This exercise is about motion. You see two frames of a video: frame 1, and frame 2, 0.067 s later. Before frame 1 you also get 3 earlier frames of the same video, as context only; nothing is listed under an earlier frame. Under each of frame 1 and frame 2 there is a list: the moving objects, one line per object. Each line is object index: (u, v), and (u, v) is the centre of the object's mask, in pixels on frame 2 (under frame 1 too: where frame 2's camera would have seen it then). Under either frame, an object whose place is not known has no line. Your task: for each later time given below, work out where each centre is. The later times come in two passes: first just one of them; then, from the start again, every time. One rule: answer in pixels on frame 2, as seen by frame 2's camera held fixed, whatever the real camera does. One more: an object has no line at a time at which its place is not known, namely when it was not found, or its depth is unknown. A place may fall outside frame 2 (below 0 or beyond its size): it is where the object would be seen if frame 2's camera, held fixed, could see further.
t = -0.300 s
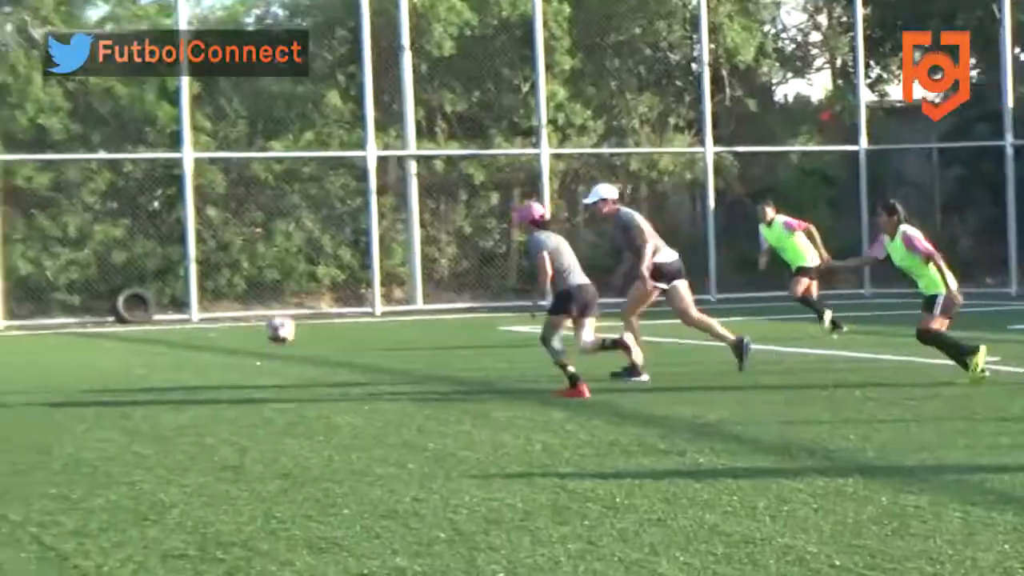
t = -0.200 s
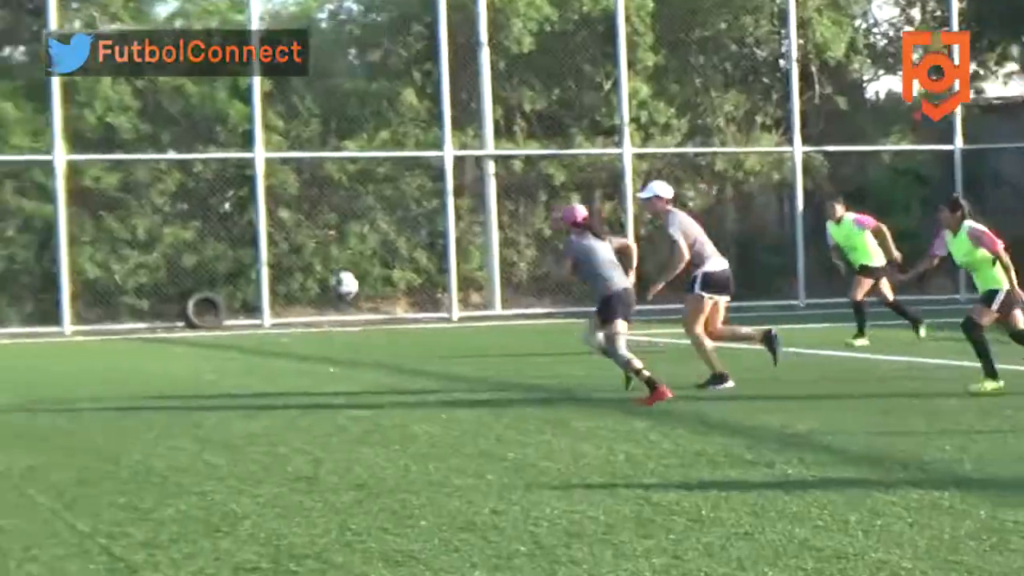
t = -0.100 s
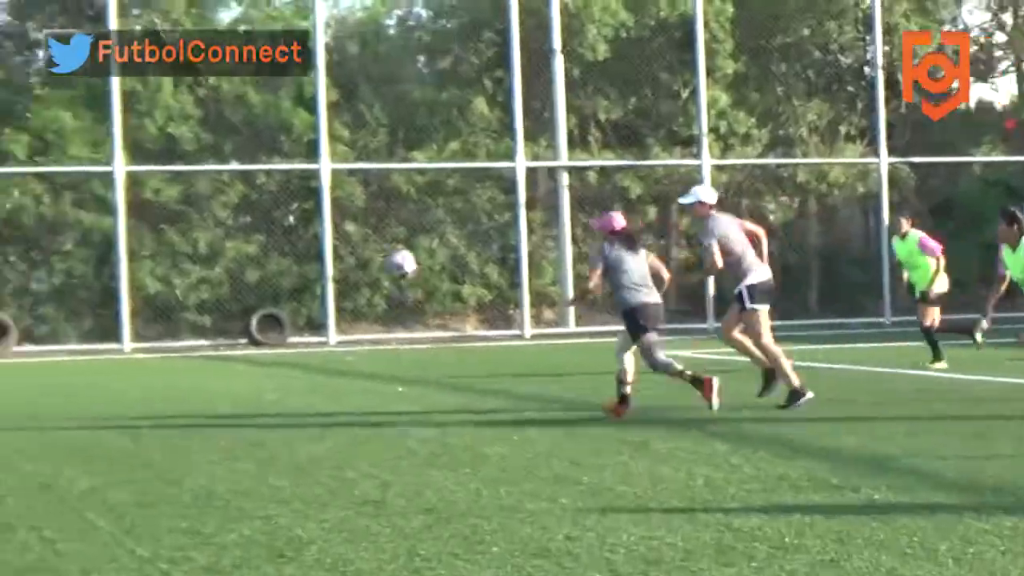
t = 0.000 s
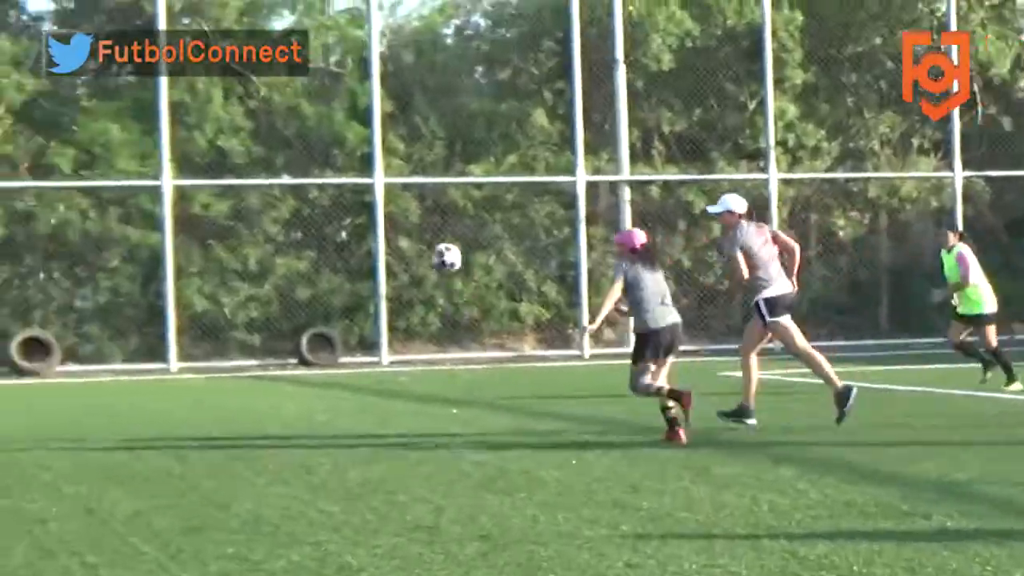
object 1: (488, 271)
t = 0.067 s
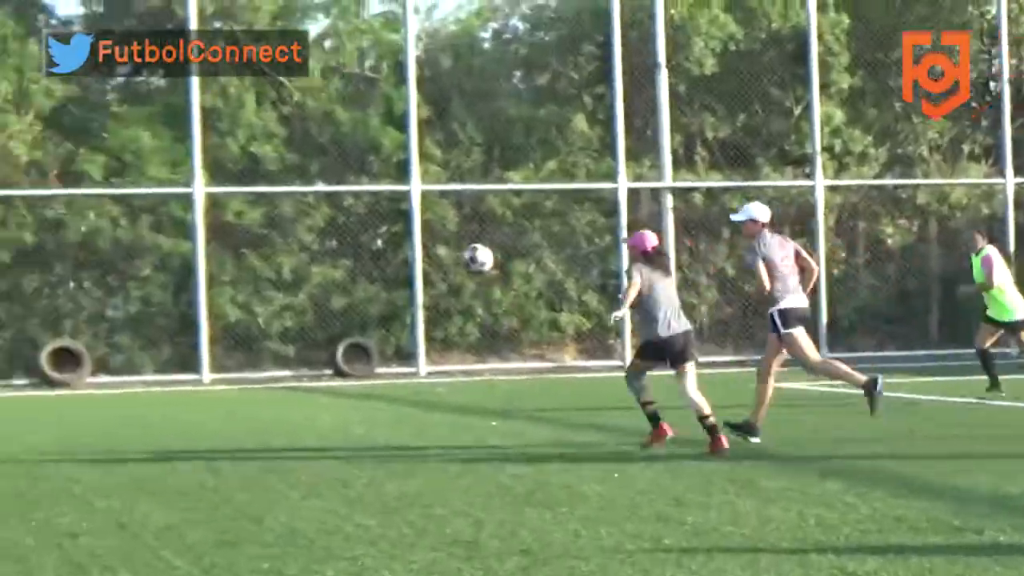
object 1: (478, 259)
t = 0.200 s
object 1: (462, 265)
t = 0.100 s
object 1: (475, 260)
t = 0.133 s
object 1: (470, 262)
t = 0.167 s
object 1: (466, 261)
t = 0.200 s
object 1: (462, 265)
